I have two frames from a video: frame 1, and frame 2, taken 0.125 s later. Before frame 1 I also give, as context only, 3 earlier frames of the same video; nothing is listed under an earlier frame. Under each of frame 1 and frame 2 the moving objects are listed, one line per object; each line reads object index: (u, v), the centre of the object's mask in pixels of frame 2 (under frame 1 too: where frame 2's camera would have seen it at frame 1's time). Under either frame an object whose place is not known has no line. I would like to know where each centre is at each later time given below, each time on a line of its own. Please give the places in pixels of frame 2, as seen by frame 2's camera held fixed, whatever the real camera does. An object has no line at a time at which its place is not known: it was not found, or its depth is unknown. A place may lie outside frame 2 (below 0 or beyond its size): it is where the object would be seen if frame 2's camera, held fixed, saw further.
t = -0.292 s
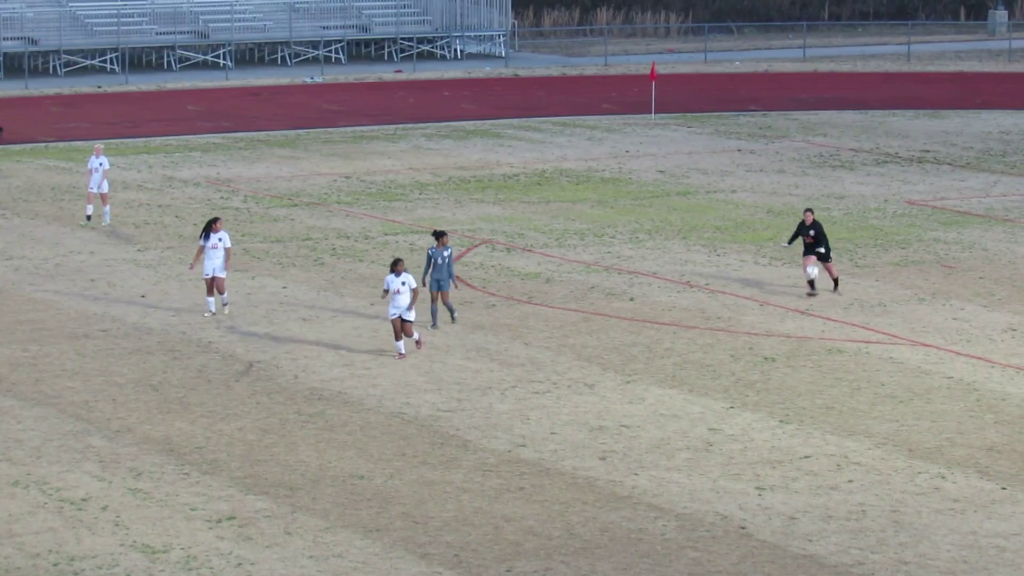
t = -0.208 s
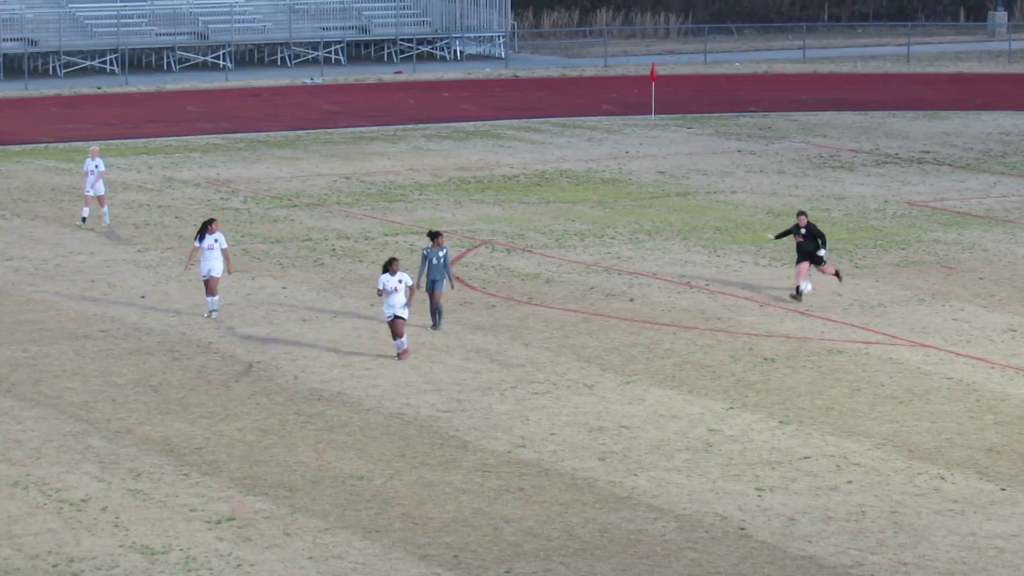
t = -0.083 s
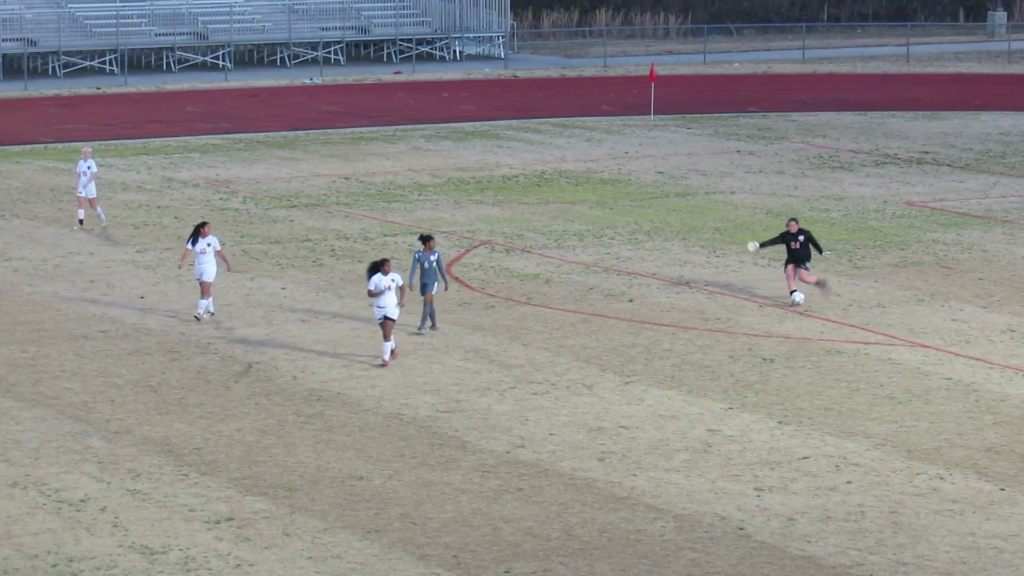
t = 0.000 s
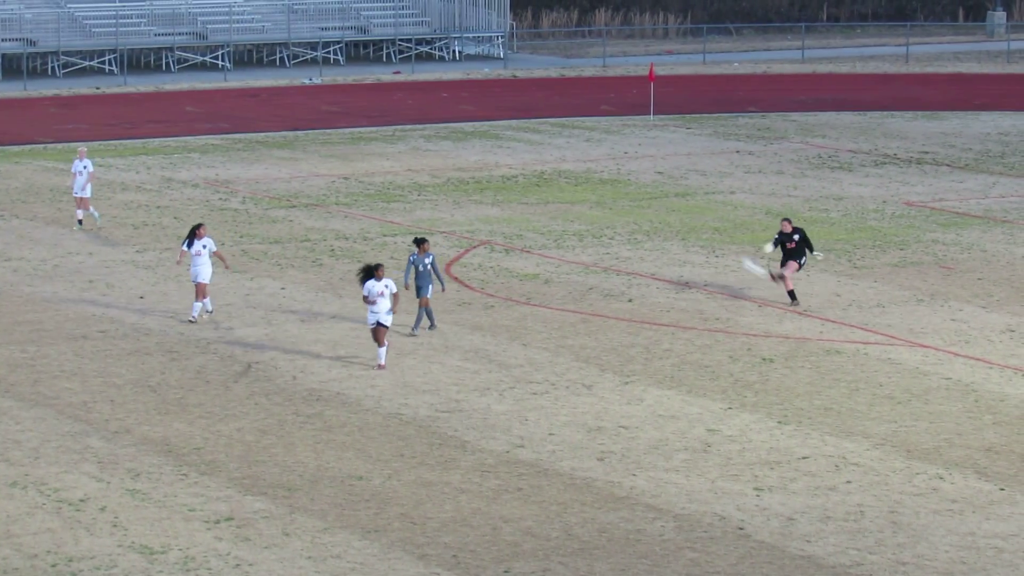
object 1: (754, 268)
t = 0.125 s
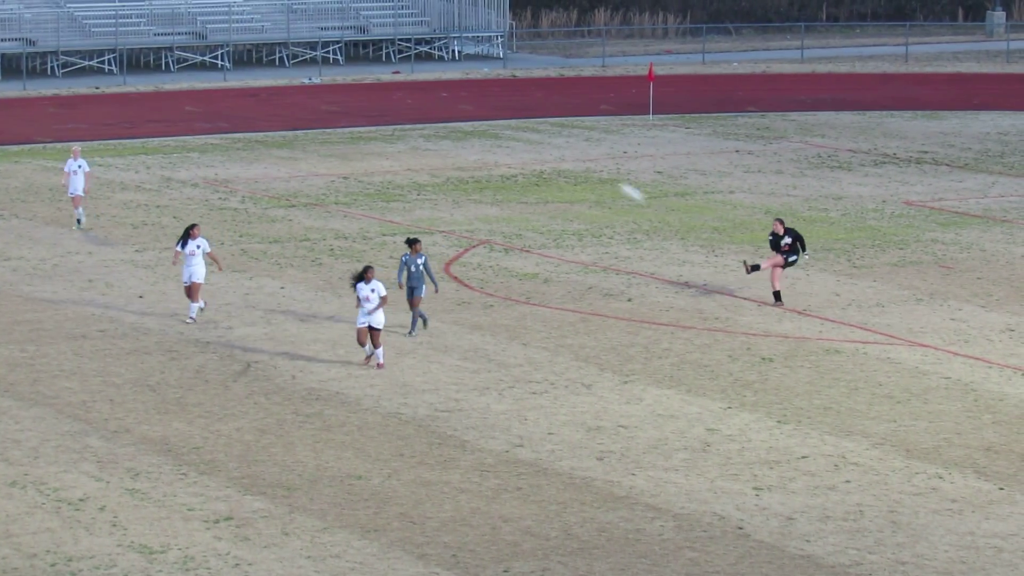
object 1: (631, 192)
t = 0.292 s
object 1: (473, 100)
